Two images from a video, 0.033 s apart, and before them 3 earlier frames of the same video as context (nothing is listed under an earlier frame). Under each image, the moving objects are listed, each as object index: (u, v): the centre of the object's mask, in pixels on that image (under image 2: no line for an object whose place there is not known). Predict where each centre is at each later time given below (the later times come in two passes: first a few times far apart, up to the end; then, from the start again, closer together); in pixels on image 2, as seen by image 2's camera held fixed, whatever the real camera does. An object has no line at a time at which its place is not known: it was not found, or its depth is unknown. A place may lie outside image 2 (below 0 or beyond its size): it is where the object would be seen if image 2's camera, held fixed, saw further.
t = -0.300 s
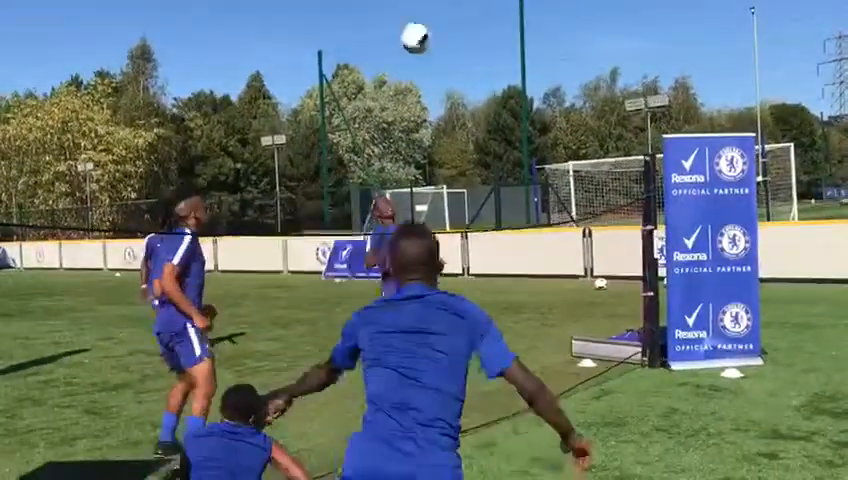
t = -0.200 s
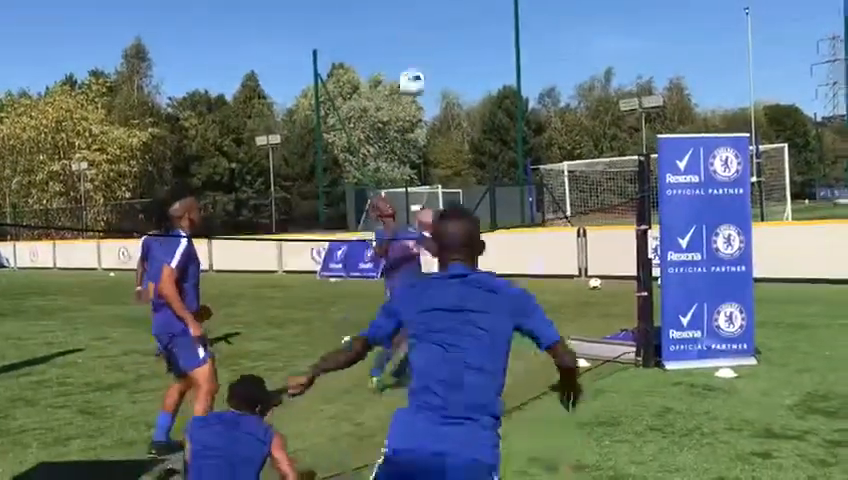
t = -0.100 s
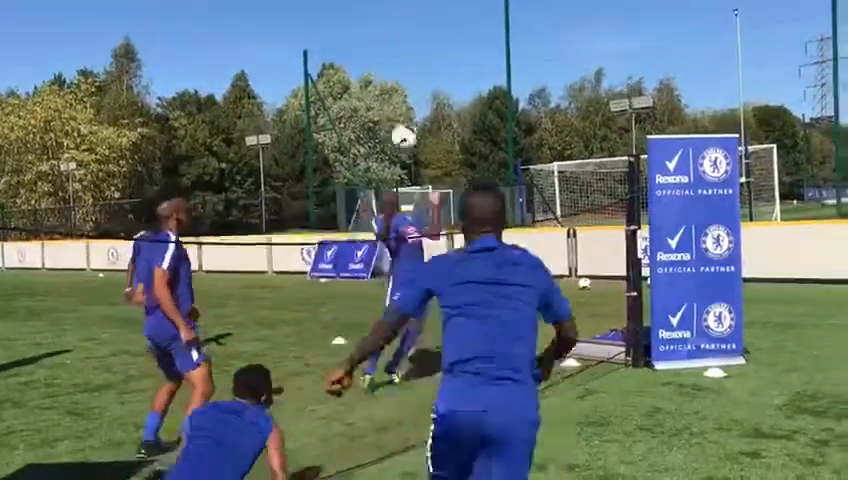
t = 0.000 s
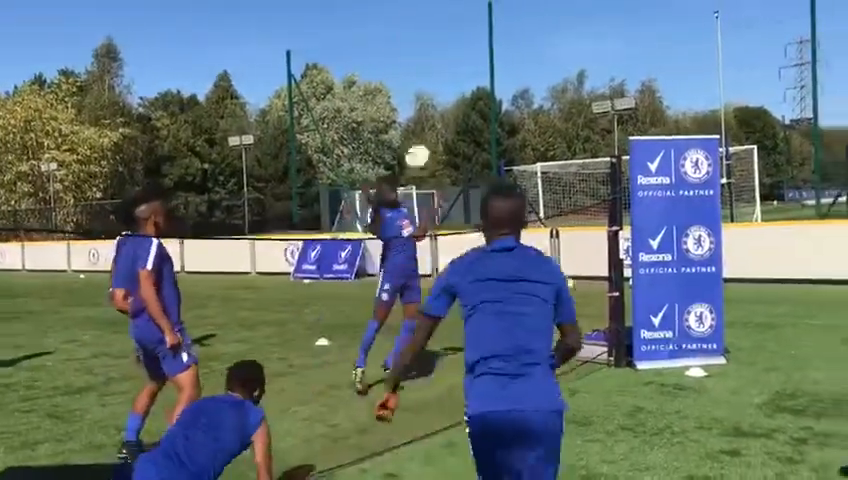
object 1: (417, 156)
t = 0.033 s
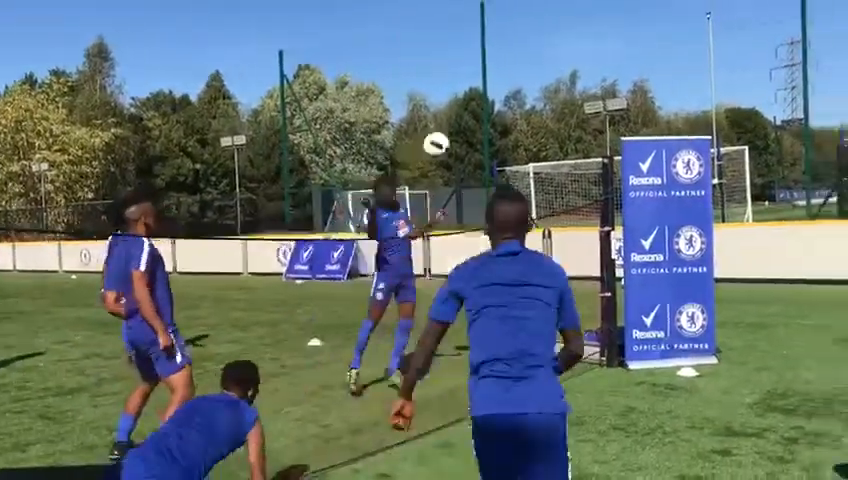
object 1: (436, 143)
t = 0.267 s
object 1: (643, 78)
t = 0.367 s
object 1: (743, 74)
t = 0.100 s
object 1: (491, 119)
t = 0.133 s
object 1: (519, 107)
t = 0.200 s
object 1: (579, 90)
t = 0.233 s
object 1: (610, 85)
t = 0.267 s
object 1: (643, 78)
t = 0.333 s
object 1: (709, 74)
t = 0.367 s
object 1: (743, 74)
